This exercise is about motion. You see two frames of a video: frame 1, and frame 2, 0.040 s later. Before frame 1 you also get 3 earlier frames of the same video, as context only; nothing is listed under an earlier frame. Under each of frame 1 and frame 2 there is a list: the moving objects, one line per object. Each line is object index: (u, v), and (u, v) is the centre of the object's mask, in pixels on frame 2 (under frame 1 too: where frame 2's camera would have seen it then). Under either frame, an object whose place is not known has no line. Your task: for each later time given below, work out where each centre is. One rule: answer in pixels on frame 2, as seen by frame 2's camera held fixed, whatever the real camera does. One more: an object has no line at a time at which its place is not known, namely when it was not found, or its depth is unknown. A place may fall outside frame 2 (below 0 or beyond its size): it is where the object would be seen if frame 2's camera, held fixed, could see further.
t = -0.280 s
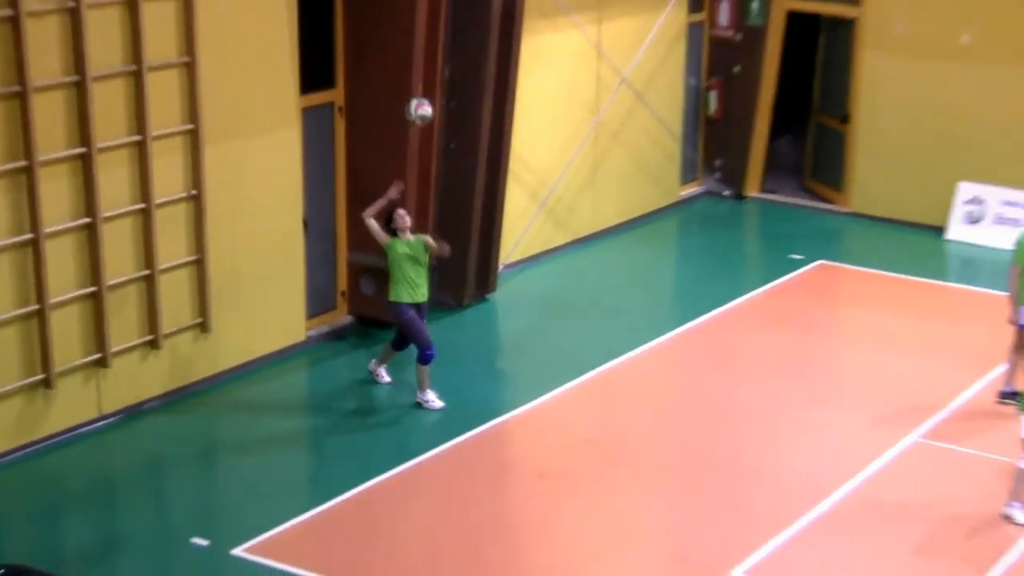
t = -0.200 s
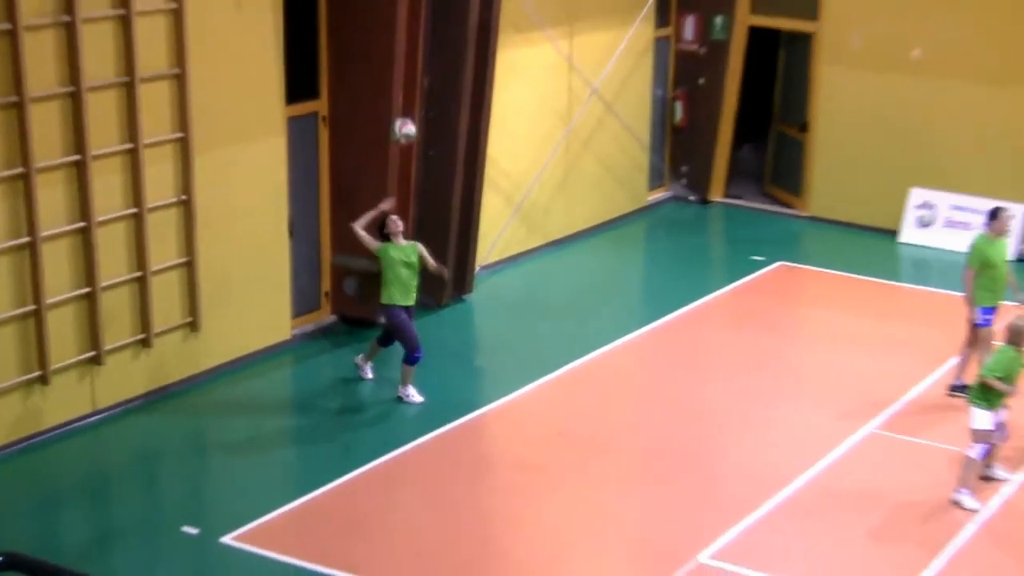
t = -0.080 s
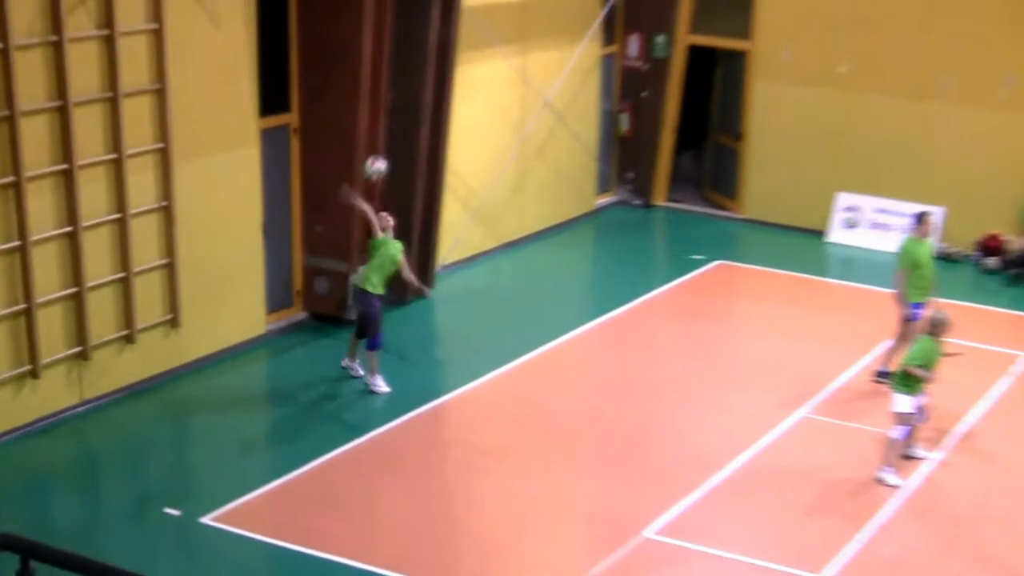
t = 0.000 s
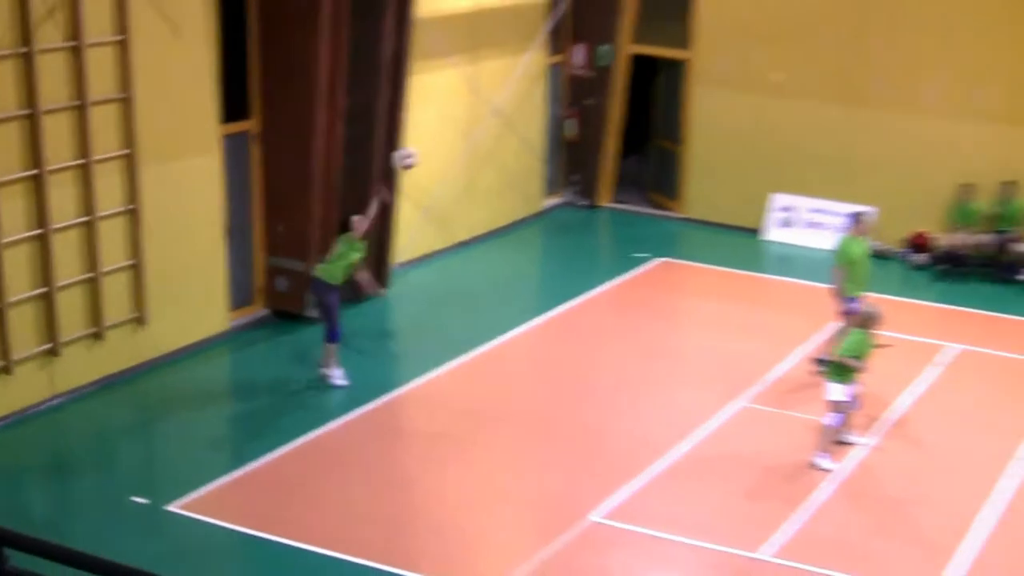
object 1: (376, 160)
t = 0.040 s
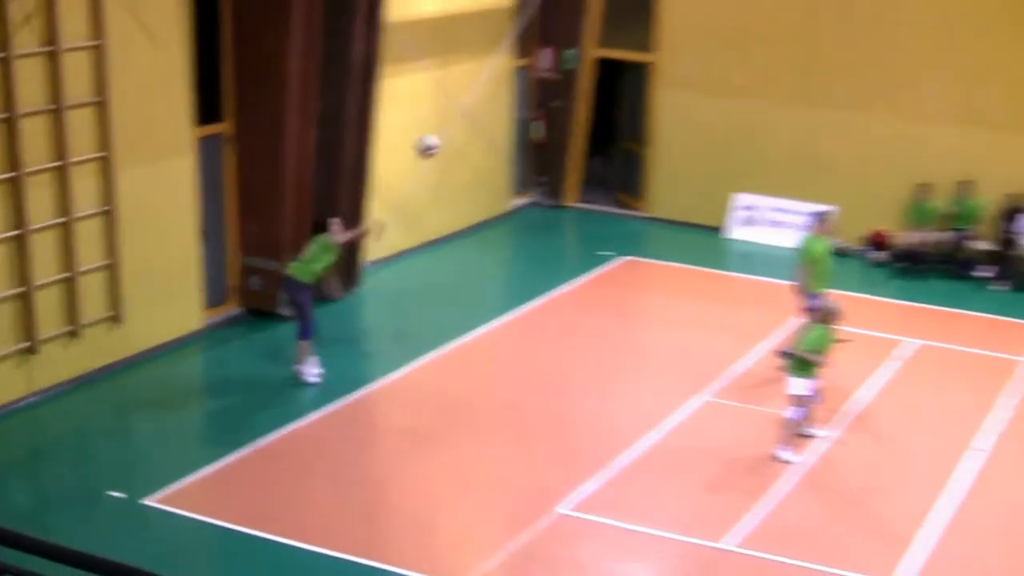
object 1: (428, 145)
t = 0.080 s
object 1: (478, 133)
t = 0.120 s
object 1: (531, 122)
